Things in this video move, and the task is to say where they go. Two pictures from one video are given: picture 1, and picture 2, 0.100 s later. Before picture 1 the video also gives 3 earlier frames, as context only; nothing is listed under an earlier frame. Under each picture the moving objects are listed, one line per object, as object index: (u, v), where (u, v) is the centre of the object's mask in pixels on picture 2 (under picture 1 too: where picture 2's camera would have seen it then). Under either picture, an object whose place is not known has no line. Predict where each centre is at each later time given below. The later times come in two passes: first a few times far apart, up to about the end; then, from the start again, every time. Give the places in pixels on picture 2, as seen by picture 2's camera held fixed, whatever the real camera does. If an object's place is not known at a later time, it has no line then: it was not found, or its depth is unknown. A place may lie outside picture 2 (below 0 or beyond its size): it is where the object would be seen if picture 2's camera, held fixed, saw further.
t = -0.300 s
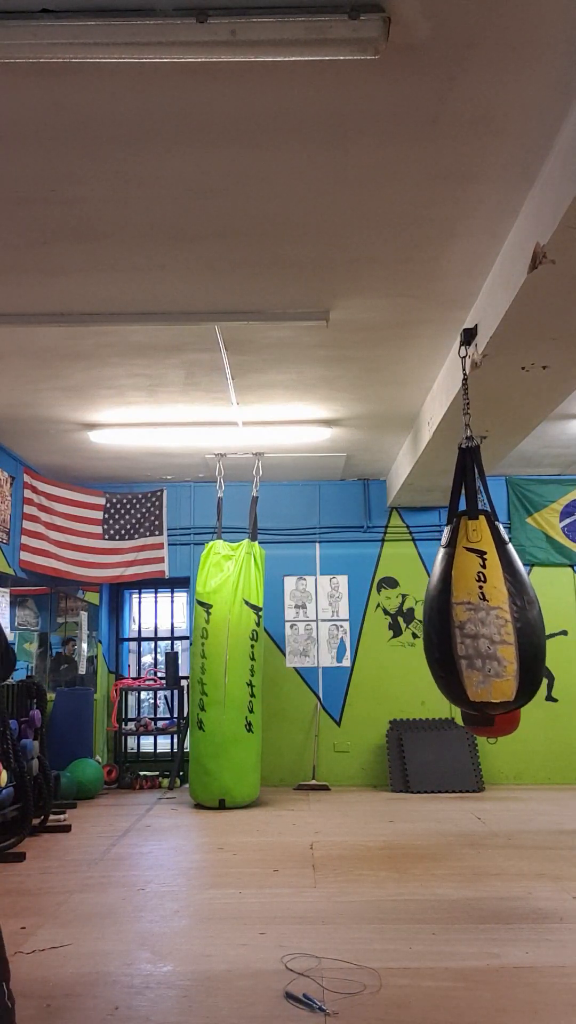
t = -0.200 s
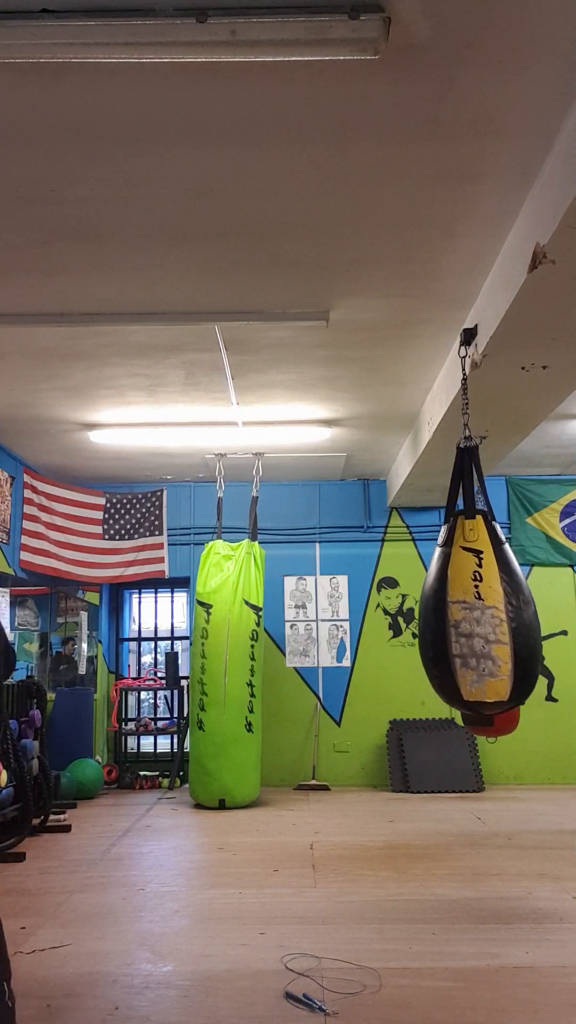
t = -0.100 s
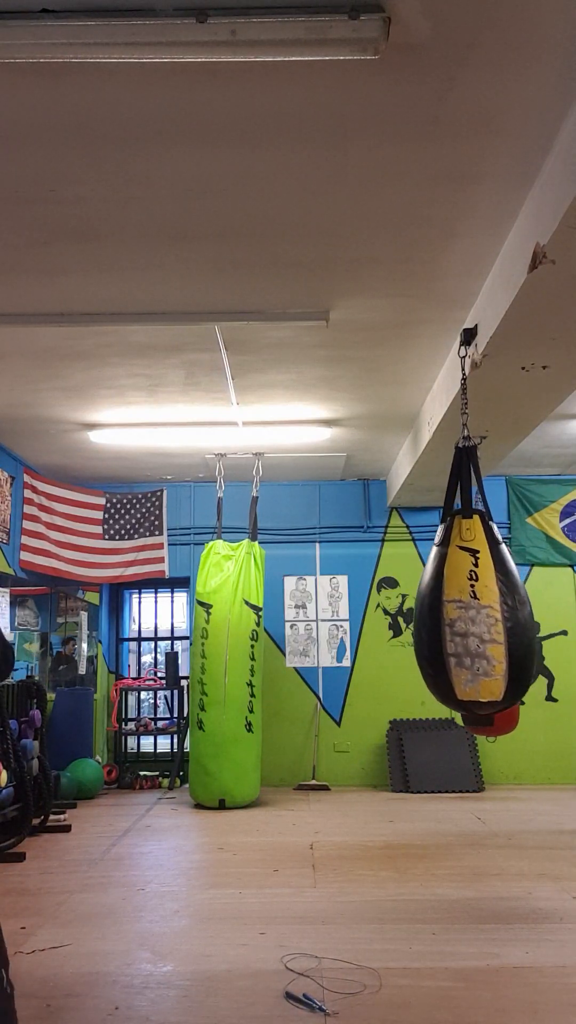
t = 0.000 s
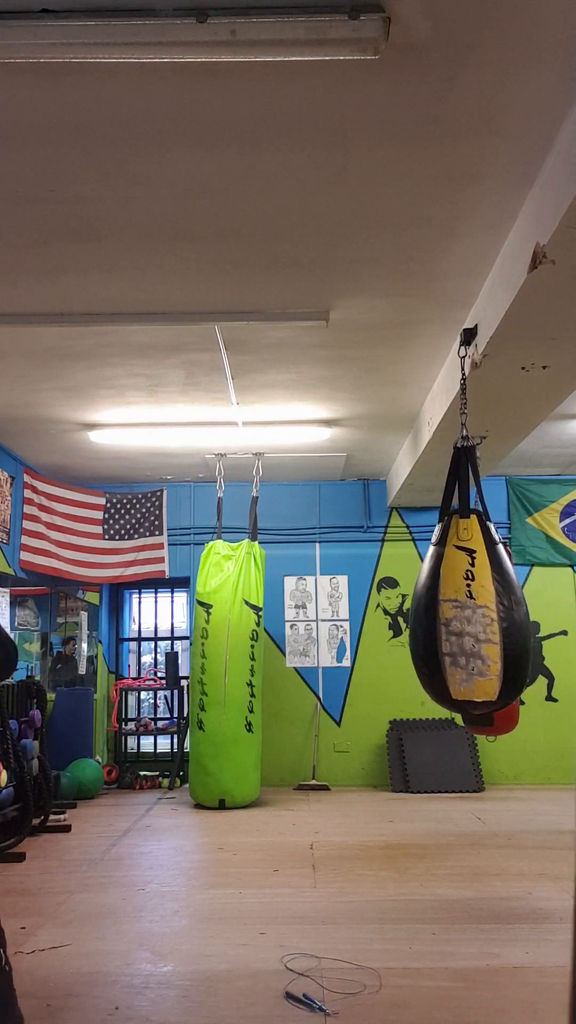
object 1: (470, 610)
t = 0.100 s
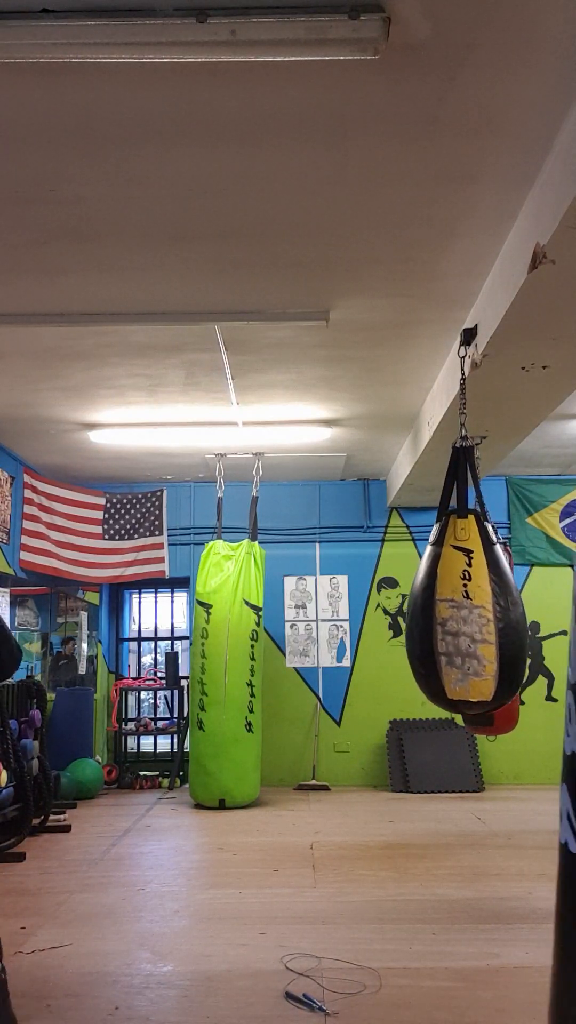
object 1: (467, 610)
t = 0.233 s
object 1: (465, 610)
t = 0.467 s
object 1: (465, 611)
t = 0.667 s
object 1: (469, 611)
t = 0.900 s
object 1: (476, 612)
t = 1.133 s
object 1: (485, 612)
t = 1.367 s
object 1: (492, 612)
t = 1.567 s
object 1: (494, 612)
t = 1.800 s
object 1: (491, 612)
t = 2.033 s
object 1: (484, 611)
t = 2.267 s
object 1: (475, 610)
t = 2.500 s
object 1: (467, 610)
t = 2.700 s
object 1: (464, 610)
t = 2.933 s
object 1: (465, 611)
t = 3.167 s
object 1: (472, 612)
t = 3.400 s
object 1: (480, 612)
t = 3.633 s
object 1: (488, 612)
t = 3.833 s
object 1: (493, 612)
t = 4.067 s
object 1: (494, 612)
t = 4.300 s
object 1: (489, 611)
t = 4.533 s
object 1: (480, 611)
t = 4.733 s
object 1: (472, 610)
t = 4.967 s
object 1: (466, 610)
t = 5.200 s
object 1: (464, 611)
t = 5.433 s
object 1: (468, 611)
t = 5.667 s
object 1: (475, 612)
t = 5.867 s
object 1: (483, 612)
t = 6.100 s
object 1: (491, 612)
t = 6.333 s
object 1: (494, 612)
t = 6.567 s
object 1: (493, 612)
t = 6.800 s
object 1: (486, 611)
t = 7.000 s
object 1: (478, 611)
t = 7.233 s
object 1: (469, 610)
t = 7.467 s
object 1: (464, 610)
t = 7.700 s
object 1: (465, 611)
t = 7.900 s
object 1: (470, 611)
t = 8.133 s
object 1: (478, 612)
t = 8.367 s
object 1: (486, 612)
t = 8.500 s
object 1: (491, 612)
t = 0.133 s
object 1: (467, 610)
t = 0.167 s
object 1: (466, 610)
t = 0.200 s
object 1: (465, 611)
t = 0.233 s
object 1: (465, 610)
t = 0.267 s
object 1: (464, 611)
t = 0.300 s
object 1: (464, 611)
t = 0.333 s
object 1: (464, 611)
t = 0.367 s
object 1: (464, 611)
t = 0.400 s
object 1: (465, 611)
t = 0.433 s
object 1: (464, 611)
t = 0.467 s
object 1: (465, 611)
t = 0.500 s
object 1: (465, 612)
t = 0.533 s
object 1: (466, 612)
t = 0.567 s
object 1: (466, 612)
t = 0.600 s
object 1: (467, 611)
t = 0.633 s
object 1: (468, 611)
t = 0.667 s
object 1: (469, 611)
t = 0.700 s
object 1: (470, 611)
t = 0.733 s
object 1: (471, 611)
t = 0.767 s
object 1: (472, 612)
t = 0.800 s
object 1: (473, 612)
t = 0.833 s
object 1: (474, 612)
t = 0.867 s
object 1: (475, 612)
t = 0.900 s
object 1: (476, 612)
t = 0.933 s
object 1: (477, 612)
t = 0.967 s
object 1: (479, 612)
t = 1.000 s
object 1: (480, 612)
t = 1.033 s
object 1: (481, 612)
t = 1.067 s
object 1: (482, 612)
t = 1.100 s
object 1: (484, 612)
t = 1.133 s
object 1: (485, 612)
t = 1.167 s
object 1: (486, 612)
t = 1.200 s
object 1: (487, 612)
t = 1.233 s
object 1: (488, 612)
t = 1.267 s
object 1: (489, 612)
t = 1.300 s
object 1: (490, 612)
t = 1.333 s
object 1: (491, 612)
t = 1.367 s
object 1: (492, 612)
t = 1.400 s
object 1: (492, 612)
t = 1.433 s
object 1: (493, 612)
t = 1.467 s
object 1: (493, 612)
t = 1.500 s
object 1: (493, 612)
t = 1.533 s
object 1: (494, 612)
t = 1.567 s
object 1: (494, 612)
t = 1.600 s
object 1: (494, 612)
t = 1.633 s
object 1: (494, 612)
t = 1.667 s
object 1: (493, 612)
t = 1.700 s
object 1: (493, 612)
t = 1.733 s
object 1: (493, 612)
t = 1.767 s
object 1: (492, 612)
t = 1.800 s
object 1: (491, 612)
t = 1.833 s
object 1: (491, 611)
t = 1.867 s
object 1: (490, 611)
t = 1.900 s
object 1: (489, 611)
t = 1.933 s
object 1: (488, 611)
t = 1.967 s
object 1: (487, 611)
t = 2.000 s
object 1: (485, 611)
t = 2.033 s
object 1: (484, 611)
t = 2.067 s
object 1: (483, 611)
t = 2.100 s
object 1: (482, 611)
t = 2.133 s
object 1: (480, 611)
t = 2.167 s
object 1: (479, 611)
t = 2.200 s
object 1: (478, 611)
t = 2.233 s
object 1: (476, 611)
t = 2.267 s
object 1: (475, 610)
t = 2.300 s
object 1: (473, 610)
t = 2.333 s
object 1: (472, 610)
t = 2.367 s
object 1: (471, 610)
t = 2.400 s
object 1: (470, 610)
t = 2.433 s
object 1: (469, 610)
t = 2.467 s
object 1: (468, 610)
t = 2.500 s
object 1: (467, 610)
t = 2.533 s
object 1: (466, 610)
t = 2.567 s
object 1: (466, 610)
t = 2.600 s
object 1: (465, 610)
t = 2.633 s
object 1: (465, 610)
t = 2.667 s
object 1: (465, 610)
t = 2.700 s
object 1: (464, 610)
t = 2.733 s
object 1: (464, 610)
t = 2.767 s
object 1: (464, 610)
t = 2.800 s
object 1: (465, 610)
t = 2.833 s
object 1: (465, 610)
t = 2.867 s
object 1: (465, 611)
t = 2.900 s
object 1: (465, 611)
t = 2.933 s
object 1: (465, 611)
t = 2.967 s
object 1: (466, 611)
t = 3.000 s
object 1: (467, 612)
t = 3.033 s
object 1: (468, 612)
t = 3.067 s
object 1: (468, 612)
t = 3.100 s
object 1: (469, 612)
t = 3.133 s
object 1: (470, 612)
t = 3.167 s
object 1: (472, 612)
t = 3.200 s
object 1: (473, 612)
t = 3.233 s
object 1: (474, 612)
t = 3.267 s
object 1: (475, 612)
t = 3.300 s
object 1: (476, 612)
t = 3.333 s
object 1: (477, 612)
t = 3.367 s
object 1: (479, 612)
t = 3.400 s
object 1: (480, 612)
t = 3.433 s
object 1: (481, 612)
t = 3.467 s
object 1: (483, 612)
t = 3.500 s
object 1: (484, 612)
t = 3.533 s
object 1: (485, 612)
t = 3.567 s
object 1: (486, 612)
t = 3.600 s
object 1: (487, 612)
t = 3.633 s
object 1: (488, 612)
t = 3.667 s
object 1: (489, 612)
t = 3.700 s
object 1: (490, 612)
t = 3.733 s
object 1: (491, 612)
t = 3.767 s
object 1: (492, 612)
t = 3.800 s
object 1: (492, 612)
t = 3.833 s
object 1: (493, 612)
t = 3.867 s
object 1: (493, 612)
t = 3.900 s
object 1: (494, 612)
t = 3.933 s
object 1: (494, 612)
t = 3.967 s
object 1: (494, 612)
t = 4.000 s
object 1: (494, 612)
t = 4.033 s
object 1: (494, 612)
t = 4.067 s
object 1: (494, 612)
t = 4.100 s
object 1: (493, 612)
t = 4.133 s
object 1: (493, 612)
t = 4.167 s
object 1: (492, 612)
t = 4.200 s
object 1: (492, 612)
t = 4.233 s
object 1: (491, 612)
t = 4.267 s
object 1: (490, 612)
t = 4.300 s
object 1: (489, 611)
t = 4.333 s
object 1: (488, 611)
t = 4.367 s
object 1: (487, 611)
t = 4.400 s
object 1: (486, 611)
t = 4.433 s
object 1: (484, 611)
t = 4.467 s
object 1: (483, 611)
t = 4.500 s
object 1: (482, 611)
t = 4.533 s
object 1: (480, 611)
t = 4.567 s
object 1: (479, 611)
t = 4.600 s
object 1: (478, 611)
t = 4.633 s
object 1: (476, 611)
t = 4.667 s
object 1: (475, 611)
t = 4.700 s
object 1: (473, 610)
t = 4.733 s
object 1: (472, 610)
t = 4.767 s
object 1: (471, 610)
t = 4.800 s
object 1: (470, 610)
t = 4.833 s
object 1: (469, 610)
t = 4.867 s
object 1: (468, 610)
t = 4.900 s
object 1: (467, 610)
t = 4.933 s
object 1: (466, 610)
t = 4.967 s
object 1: (466, 610)
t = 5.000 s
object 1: (465, 610)
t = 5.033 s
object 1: (465, 610)
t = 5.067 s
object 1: (464, 610)
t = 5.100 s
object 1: (464, 610)
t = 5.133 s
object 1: (464, 610)
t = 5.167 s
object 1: (464, 610)
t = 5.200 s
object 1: (464, 611)
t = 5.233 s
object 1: (465, 611)
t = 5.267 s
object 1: (465, 611)
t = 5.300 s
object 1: (465, 611)
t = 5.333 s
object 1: (466, 611)
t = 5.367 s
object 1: (466, 611)
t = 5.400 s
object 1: (467, 611)
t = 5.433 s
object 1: (468, 611)
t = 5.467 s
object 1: (469, 611)
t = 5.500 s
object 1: (470, 611)
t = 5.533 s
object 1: (470, 611)
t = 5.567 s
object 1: (472, 611)
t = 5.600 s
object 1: (473, 611)
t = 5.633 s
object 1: (474, 612)
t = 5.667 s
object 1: (475, 612)
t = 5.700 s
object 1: (476, 612)
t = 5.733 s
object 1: (477, 612)
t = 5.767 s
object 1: (479, 612)
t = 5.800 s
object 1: (480, 612)
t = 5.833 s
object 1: (481, 612)
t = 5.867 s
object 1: (483, 612)
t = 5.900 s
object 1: (484, 612)
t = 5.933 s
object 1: (485, 612)
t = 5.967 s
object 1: (486, 612)
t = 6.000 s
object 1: (488, 612)
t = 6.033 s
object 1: (489, 612)
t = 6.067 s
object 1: (490, 612)
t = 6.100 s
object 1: (491, 612)
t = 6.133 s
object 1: (491, 612)
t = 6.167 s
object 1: (492, 612)
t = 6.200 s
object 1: (493, 612)
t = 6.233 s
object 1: (493, 612)
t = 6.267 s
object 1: (494, 612)
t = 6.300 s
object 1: (494, 612)
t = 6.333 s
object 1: (494, 612)
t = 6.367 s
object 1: (494, 612)
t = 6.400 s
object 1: (494, 612)
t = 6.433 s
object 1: (494, 612)
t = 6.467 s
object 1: (494, 612)
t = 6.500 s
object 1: (494, 612)
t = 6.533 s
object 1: (493, 612)
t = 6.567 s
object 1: (493, 612)
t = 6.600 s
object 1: (492, 612)
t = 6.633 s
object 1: (491, 612)
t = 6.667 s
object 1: (490, 611)
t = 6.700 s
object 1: (489, 612)
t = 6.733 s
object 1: (488, 611)
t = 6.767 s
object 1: (487, 611)
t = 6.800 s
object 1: (486, 611)
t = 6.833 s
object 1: (484, 611)
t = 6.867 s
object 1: (483, 611)
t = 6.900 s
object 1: (482, 611)
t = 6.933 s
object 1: (480, 611)
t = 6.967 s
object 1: (479, 611)
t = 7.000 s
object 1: (478, 611)
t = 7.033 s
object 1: (476, 611)
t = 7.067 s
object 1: (475, 611)
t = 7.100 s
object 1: (473, 611)
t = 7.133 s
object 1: (472, 611)
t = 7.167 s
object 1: (471, 610)
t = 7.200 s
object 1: (470, 610)
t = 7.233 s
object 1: (469, 610)
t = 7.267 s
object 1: (468, 610)
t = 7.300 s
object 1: (467, 610)
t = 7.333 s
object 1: (466, 610)
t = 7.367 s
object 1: (466, 610)
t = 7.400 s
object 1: (465, 610)
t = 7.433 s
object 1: (465, 610)
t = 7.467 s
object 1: (464, 610)
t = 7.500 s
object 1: (464, 610)
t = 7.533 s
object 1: (464, 610)
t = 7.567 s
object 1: (464, 610)
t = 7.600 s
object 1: (465, 610)
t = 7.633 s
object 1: (465, 610)
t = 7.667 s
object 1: (465, 610)
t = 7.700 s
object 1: (465, 611)
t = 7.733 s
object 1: (465, 612)
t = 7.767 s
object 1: (466, 611)
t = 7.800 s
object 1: (467, 611)
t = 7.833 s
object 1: (468, 611)
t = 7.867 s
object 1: (469, 611)
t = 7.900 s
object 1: (470, 611)
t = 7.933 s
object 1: (470, 611)
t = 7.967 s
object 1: (472, 611)
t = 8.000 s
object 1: (473, 611)
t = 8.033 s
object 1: (474, 612)
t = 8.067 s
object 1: (475, 612)
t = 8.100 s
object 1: (476, 612)
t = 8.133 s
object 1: (478, 612)
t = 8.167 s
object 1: (479, 612)
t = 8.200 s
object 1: (480, 612)
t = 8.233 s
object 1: (481, 612)
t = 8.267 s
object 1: (483, 612)
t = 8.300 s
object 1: (484, 612)
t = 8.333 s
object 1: (485, 612)
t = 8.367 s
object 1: (486, 612)
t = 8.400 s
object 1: (488, 612)
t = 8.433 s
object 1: (489, 612)
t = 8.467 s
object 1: (490, 612)
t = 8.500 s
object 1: (491, 612)
